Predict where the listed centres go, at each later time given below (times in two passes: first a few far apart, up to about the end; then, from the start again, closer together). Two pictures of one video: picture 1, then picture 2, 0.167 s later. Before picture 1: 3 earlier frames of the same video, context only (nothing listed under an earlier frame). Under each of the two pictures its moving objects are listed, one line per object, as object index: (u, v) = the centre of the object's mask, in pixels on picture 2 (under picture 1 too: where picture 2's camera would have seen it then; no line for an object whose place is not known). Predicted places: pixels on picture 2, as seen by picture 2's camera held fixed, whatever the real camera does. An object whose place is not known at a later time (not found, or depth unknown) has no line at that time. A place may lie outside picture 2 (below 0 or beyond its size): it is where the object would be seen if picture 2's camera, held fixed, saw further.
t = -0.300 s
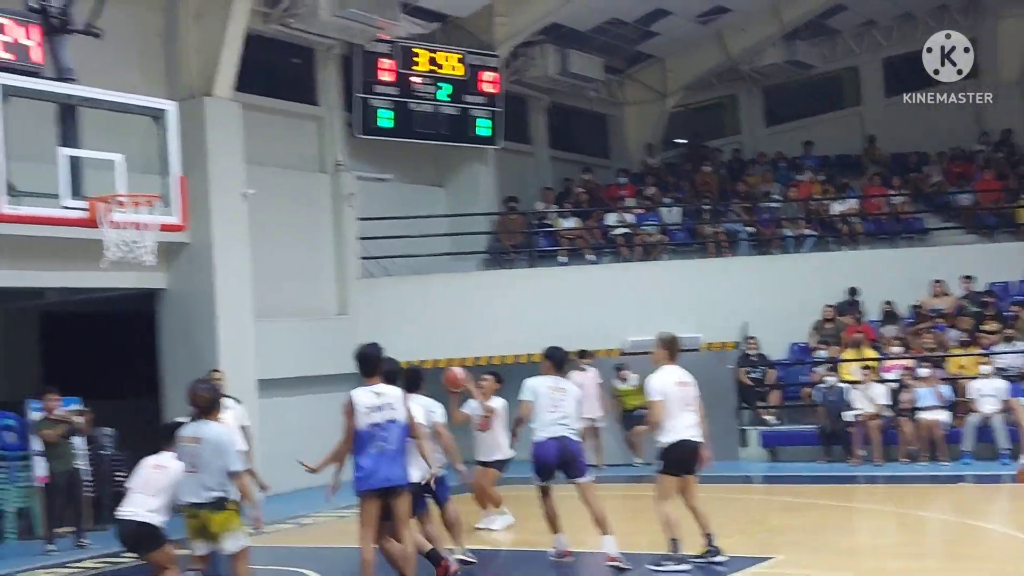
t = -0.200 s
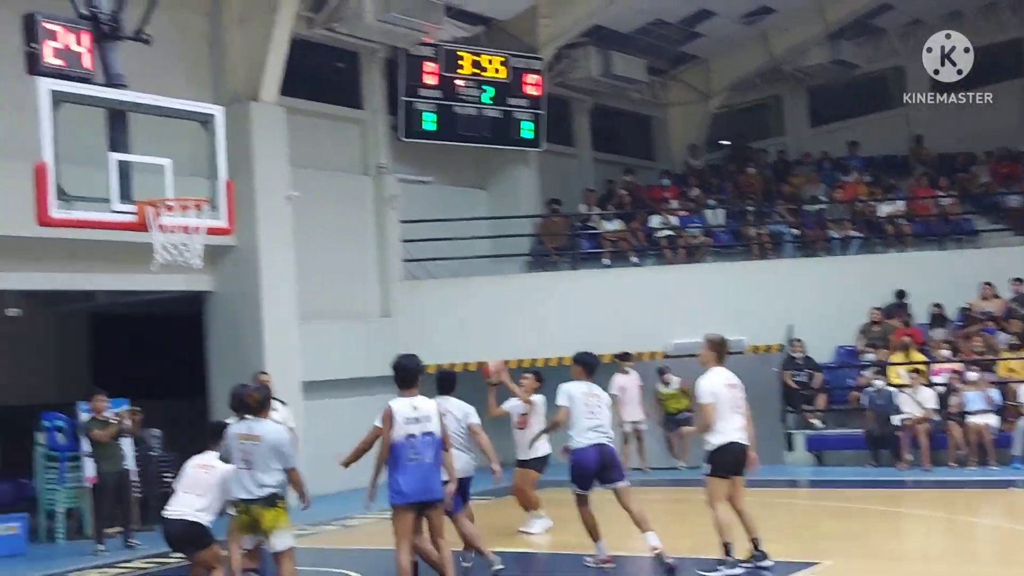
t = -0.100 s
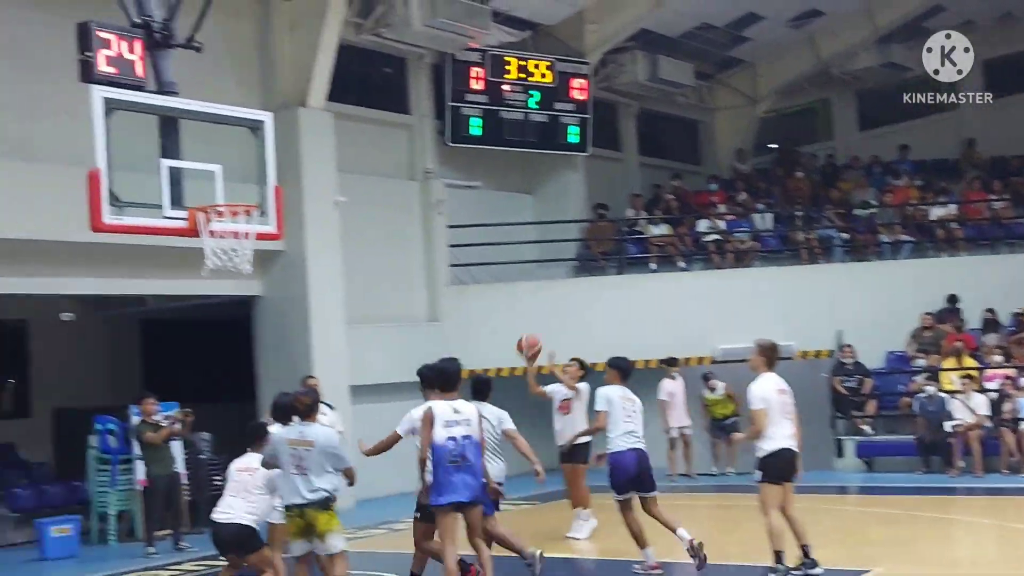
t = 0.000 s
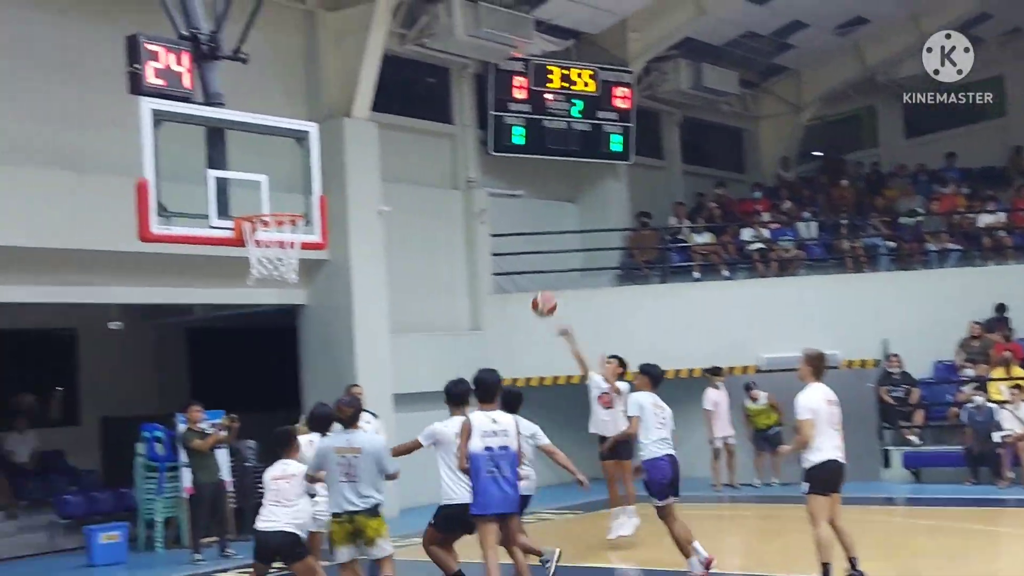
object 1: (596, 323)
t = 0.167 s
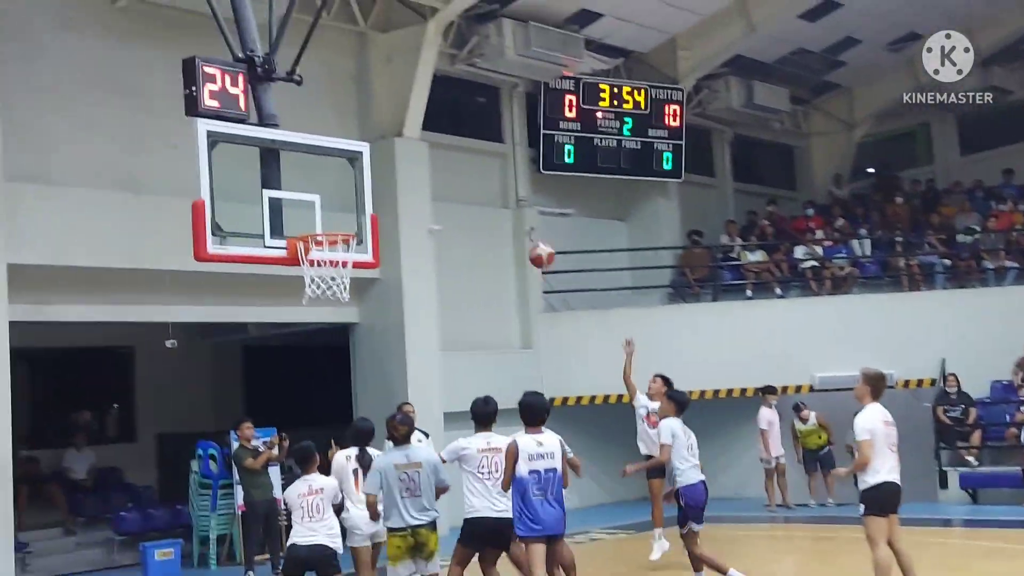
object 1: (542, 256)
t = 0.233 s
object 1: (520, 235)
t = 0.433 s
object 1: (453, 202)
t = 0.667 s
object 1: (377, 216)
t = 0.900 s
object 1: (373, 253)
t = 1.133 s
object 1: (442, 279)
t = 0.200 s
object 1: (531, 245)
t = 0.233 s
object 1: (520, 235)
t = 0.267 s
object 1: (509, 227)
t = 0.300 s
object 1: (498, 220)
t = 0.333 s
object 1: (486, 213)
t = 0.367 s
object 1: (475, 208)
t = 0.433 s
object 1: (453, 202)
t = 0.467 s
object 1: (442, 200)
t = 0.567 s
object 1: (411, 204)
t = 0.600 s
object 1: (400, 207)
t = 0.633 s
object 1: (386, 211)
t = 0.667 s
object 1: (377, 216)
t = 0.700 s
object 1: (363, 224)
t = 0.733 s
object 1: (355, 231)
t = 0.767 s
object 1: (355, 236)
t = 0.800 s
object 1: (359, 243)
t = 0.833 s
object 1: (361, 248)
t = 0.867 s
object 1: (364, 254)
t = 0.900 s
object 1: (373, 253)
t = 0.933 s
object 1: (383, 253)
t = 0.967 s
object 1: (392, 255)
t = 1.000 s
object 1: (401, 257)
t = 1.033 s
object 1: (413, 262)
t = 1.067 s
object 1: (422, 267)
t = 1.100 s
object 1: (432, 272)
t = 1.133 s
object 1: (442, 279)
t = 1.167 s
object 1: (454, 289)
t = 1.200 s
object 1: (464, 299)
